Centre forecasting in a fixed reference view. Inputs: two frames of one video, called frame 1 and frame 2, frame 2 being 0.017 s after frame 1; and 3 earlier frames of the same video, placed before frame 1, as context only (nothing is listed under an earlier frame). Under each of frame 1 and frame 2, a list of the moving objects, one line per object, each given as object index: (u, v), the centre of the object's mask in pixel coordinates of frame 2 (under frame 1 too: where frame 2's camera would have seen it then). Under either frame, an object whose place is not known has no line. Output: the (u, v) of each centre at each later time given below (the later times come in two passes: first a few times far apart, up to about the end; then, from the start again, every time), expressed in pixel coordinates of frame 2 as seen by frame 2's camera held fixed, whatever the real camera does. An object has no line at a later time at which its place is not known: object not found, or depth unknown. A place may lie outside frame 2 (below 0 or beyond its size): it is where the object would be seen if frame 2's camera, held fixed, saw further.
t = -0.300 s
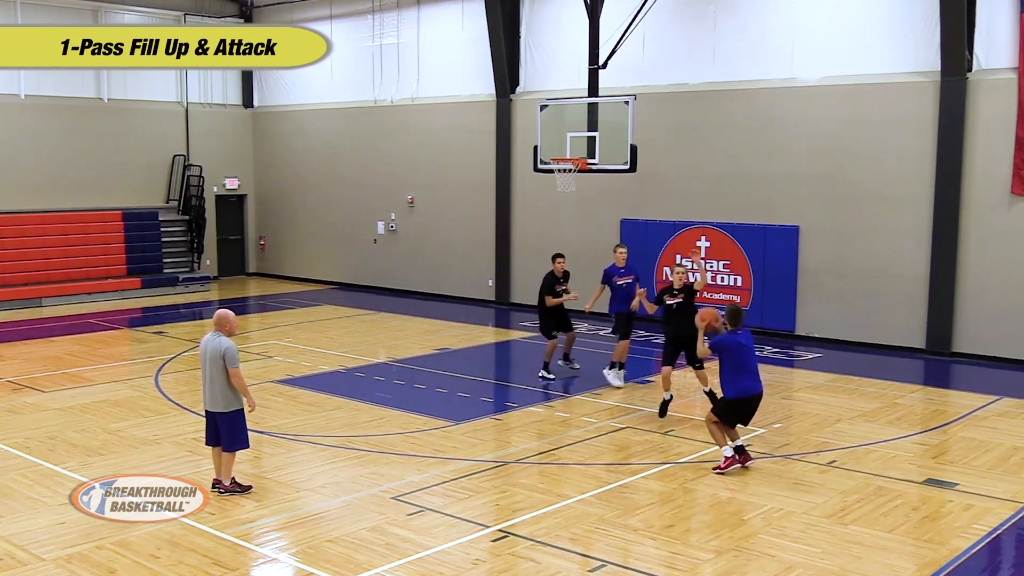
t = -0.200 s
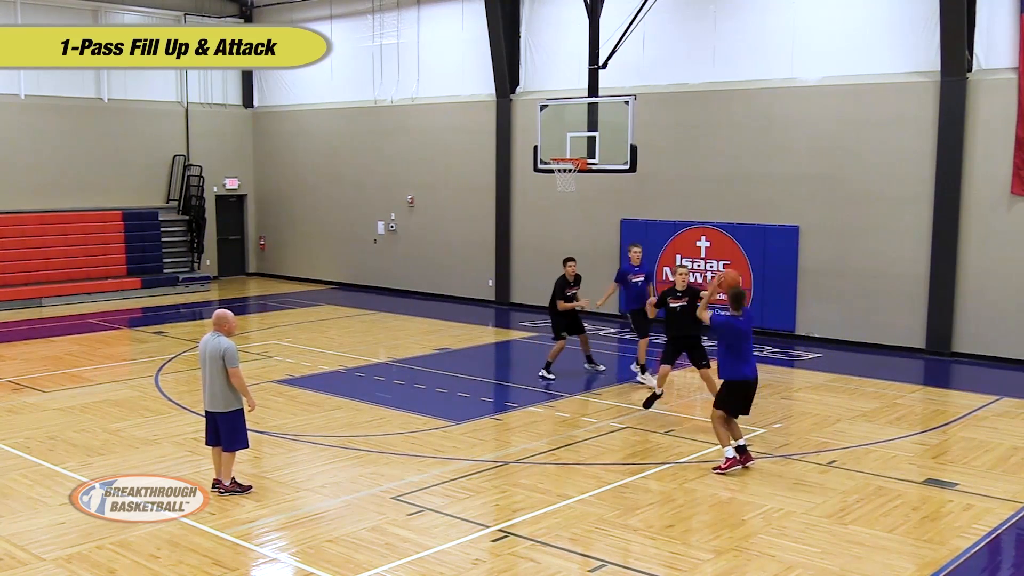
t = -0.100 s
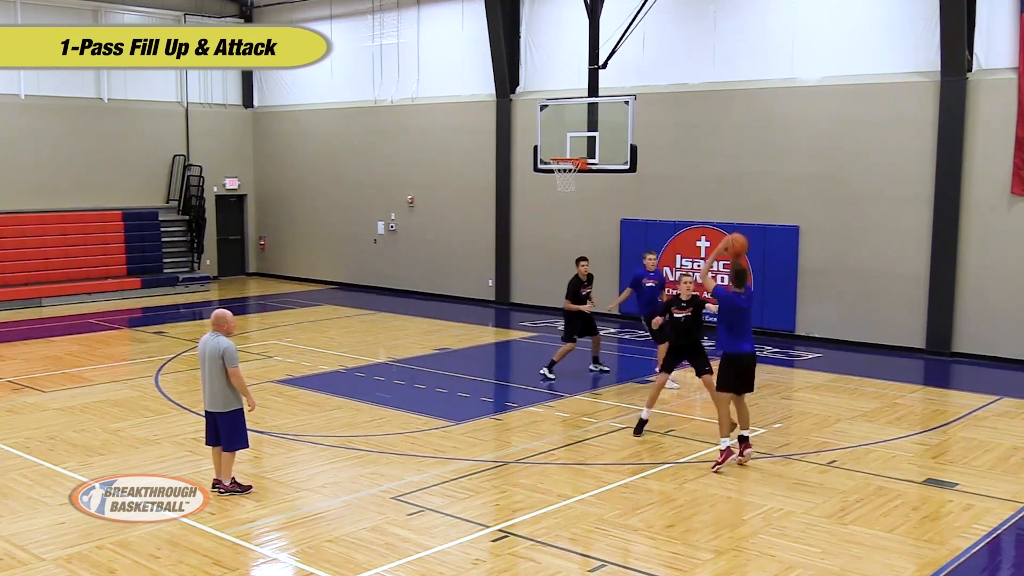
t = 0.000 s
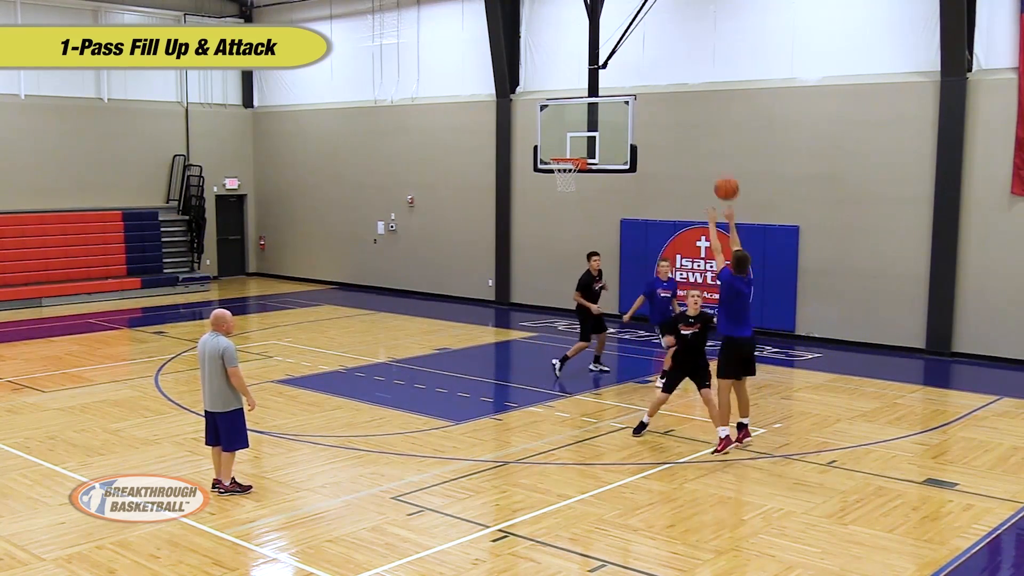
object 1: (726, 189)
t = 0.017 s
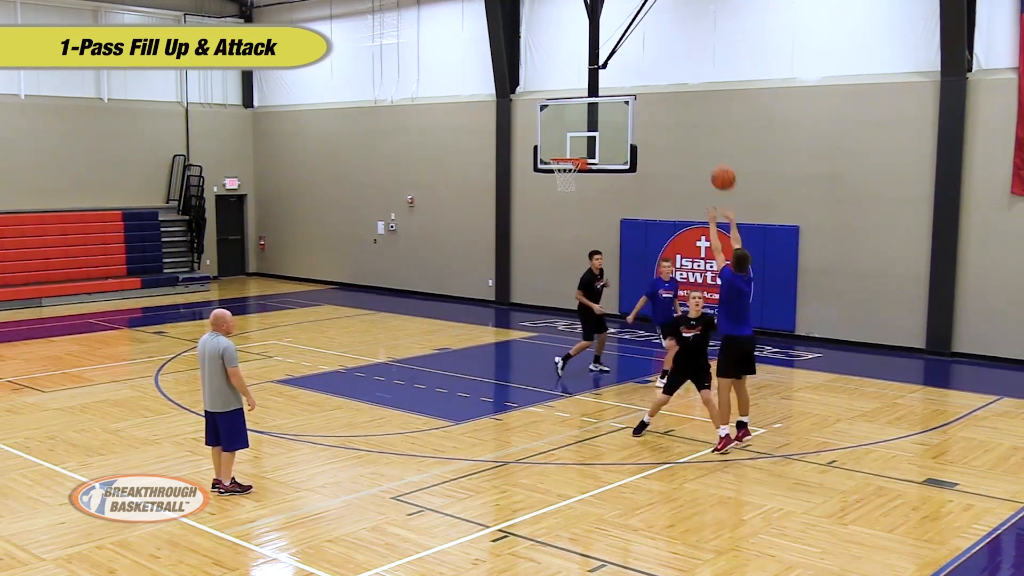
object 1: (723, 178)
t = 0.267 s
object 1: (680, 74)
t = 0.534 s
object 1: (641, 41)
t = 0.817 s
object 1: (607, 69)
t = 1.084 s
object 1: (579, 139)
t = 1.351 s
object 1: (562, 147)
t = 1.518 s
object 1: (572, 145)
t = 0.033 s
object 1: (720, 169)
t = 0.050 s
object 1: (717, 159)
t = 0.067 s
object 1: (714, 151)
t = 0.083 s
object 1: (711, 142)
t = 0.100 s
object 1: (708, 134)
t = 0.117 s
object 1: (705, 127)
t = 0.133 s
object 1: (702, 120)
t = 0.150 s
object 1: (699, 113)
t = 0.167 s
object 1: (697, 106)
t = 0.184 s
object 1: (694, 100)
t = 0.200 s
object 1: (691, 94)
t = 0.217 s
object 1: (688, 89)
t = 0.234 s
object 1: (686, 84)
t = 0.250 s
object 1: (683, 79)
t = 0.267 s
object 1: (680, 74)
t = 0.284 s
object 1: (677, 70)
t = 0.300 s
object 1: (675, 66)
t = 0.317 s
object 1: (672, 63)
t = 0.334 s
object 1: (670, 59)
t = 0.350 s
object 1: (667, 56)
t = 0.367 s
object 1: (665, 54)
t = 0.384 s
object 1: (662, 51)
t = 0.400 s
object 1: (660, 49)
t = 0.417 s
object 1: (658, 47)
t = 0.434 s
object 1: (655, 46)
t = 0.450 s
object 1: (653, 44)
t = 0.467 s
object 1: (650, 43)
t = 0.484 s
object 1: (648, 42)
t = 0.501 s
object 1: (646, 41)
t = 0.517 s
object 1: (644, 41)
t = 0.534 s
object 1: (641, 41)
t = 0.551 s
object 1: (639, 41)
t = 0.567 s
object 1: (637, 41)
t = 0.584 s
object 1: (635, 41)
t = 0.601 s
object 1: (633, 42)
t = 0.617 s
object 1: (631, 43)
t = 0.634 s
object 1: (629, 44)
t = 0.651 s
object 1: (626, 45)
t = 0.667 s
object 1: (624, 47)
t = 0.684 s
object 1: (622, 49)
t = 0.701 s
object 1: (620, 51)
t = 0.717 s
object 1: (618, 52)
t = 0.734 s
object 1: (616, 55)
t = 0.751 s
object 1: (614, 57)
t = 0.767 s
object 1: (613, 60)
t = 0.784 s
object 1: (610, 62)
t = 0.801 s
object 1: (609, 65)
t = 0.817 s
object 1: (607, 69)
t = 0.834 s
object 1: (605, 72)
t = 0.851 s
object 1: (603, 75)
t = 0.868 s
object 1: (601, 79)
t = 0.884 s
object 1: (599, 82)
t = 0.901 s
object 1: (597, 86)
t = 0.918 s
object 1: (596, 90)
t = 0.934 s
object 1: (594, 95)
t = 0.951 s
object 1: (592, 99)
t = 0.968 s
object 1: (590, 103)
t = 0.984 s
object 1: (588, 109)
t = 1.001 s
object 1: (587, 113)
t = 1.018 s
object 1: (586, 118)
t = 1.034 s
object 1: (584, 123)
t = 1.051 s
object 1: (582, 128)
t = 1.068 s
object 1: (581, 134)
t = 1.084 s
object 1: (579, 139)
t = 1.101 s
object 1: (578, 145)
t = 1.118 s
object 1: (576, 150)
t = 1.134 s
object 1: (574, 152)
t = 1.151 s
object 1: (572, 153)
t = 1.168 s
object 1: (570, 154)
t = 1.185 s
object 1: (568, 154)
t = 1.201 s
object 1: (566, 154)
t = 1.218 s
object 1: (564, 154)
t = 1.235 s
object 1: (562, 153)
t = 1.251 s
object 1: (560, 153)
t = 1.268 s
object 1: (558, 153)
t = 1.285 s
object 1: (558, 152)
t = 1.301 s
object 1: (559, 151)
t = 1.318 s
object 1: (560, 150)
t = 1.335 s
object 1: (561, 149)
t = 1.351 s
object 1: (562, 147)
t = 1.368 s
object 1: (563, 146)
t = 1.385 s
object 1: (564, 145)
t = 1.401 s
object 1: (565, 144)
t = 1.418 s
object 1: (566, 144)
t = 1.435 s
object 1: (567, 144)
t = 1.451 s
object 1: (568, 144)
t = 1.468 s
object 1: (569, 144)
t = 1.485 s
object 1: (570, 144)
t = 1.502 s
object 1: (571, 144)
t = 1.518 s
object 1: (572, 145)
